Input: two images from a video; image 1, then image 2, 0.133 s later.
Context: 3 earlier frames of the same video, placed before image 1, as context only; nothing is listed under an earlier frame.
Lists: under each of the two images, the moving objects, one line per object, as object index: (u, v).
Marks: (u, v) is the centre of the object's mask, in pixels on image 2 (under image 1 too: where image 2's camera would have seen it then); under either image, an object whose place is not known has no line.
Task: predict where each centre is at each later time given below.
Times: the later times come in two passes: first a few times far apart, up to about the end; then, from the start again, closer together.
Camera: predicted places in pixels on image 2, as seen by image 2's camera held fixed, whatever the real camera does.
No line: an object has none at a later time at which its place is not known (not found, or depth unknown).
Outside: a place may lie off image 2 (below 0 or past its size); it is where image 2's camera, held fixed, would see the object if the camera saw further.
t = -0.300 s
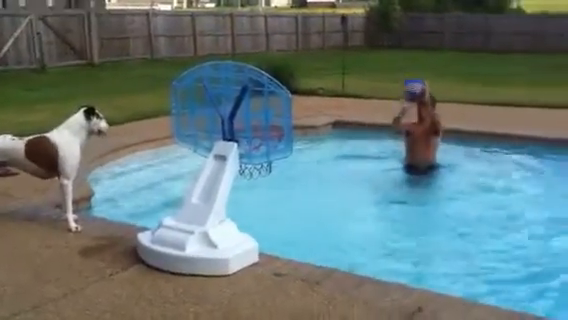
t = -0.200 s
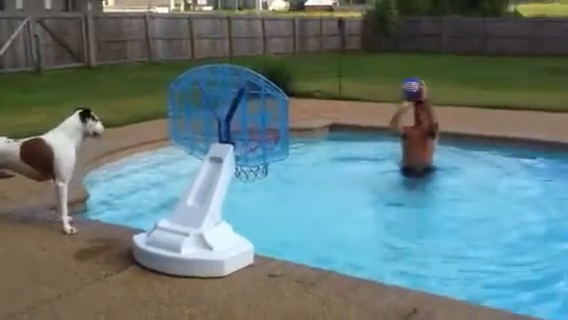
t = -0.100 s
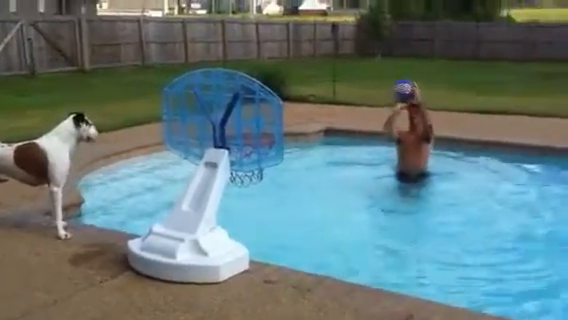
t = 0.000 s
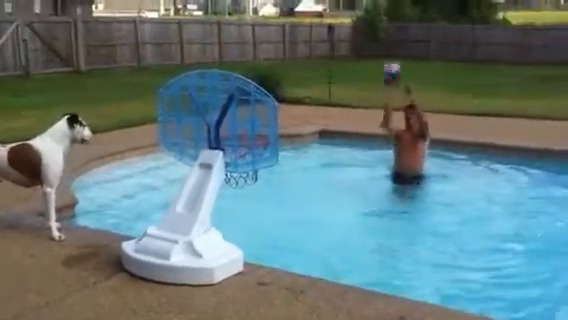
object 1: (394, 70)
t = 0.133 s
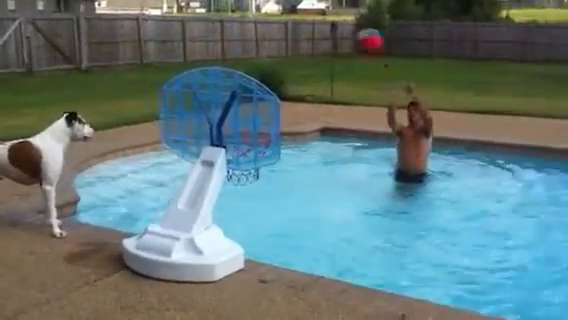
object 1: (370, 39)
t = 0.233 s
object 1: (351, 29)
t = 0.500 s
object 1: (277, 70)
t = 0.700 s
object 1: (260, 100)
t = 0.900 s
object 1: (307, 115)
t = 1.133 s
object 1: (346, 167)
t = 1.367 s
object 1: (362, 197)
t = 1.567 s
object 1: (373, 174)
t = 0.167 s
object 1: (363, 35)
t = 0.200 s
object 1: (359, 31)
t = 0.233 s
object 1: (351, 29)
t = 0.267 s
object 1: (344, 36)
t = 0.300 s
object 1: (334, 37)
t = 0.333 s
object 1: (327, 34)
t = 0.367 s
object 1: (316, 39)
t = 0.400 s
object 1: (307, 44)
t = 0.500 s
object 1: (277, 70)
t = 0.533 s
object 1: (270, 78)
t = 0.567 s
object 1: (253, 103)
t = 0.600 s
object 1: (247, 115)
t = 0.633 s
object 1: (245, 117)
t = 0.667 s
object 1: (253, 116)
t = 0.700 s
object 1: (260, 100)
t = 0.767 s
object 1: (283, 91)
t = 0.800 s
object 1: (290, 90)
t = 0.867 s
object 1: (301, 114)
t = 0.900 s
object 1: (307, 115)
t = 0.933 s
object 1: (313, 119)
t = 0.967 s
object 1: (320, 121)
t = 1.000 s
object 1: (323, 131)
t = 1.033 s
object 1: (330, 137)
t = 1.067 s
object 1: (335, 147)
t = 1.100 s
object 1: (340, 155)
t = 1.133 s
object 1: (346, 167)
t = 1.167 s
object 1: (350, 178)
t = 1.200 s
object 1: (355, 189)
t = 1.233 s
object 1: (357, 192)
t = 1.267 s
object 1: (359, 195)
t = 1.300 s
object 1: (362, 196)
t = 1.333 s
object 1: (362, 197)
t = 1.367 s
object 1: (362, 197)
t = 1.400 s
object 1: (362, 196)
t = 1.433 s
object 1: (365, 192)
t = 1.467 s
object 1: (366, 186)
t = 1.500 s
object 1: (369, 181)
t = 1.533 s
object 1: (371, 177)
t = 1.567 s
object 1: (373, 174)
